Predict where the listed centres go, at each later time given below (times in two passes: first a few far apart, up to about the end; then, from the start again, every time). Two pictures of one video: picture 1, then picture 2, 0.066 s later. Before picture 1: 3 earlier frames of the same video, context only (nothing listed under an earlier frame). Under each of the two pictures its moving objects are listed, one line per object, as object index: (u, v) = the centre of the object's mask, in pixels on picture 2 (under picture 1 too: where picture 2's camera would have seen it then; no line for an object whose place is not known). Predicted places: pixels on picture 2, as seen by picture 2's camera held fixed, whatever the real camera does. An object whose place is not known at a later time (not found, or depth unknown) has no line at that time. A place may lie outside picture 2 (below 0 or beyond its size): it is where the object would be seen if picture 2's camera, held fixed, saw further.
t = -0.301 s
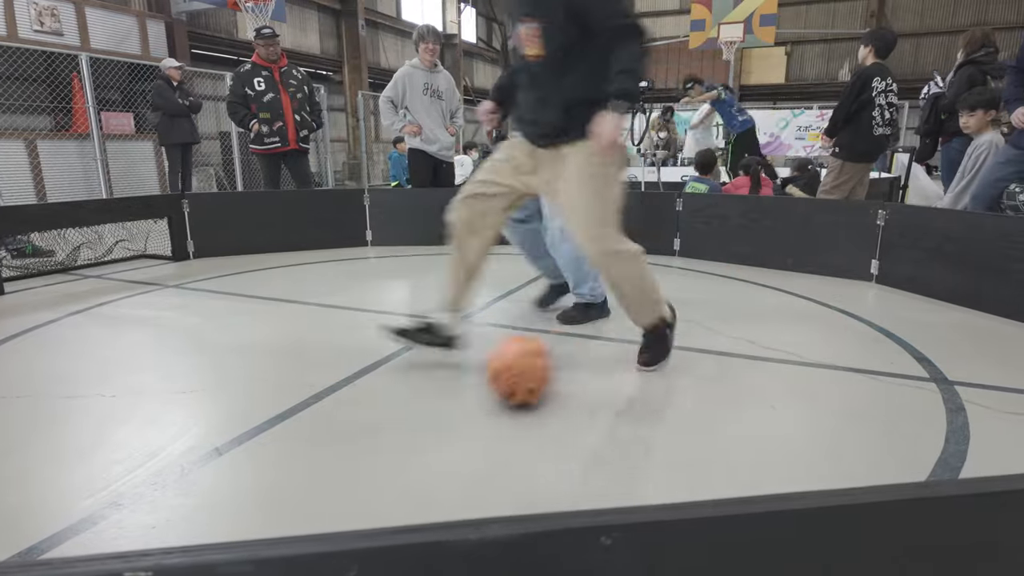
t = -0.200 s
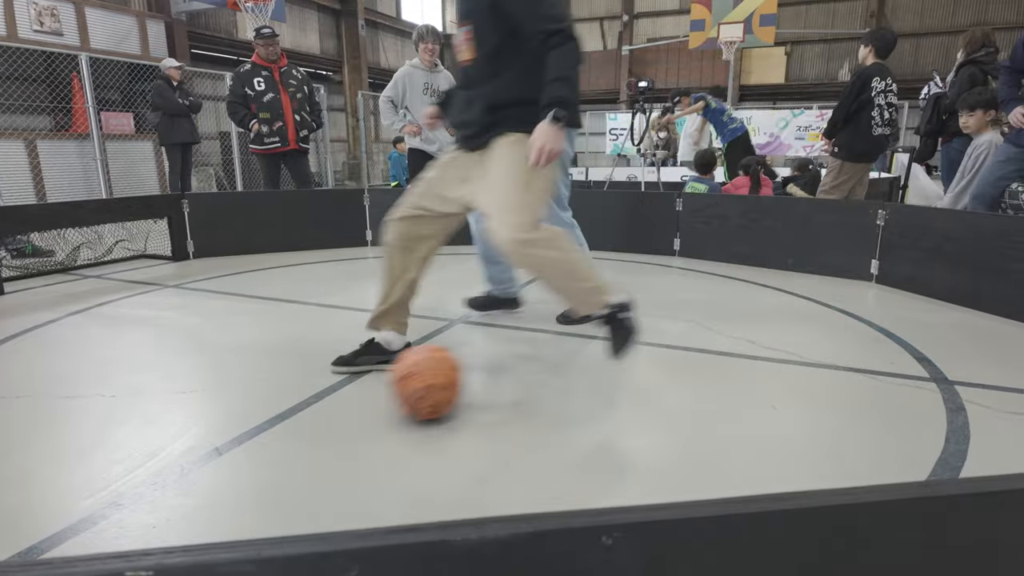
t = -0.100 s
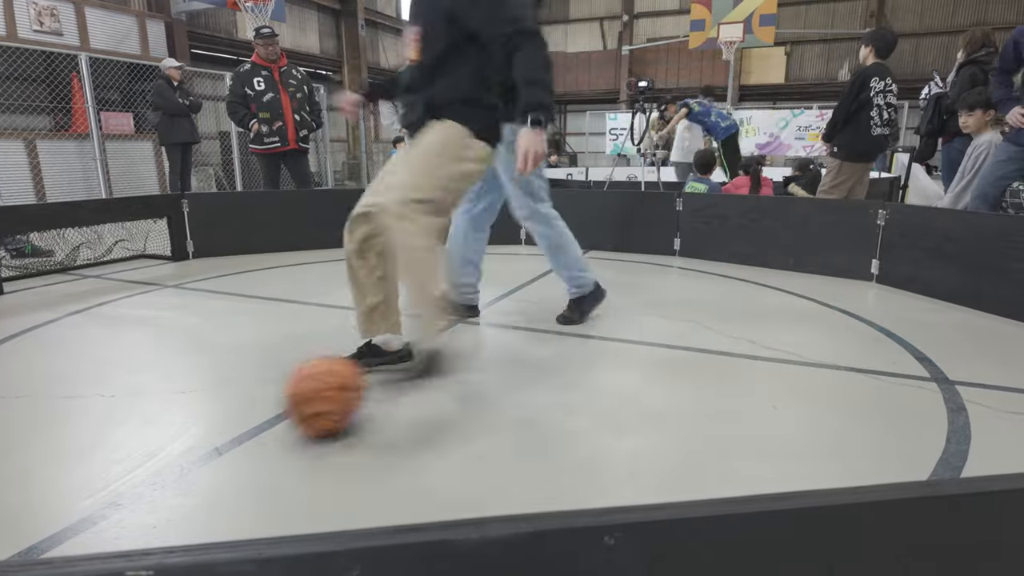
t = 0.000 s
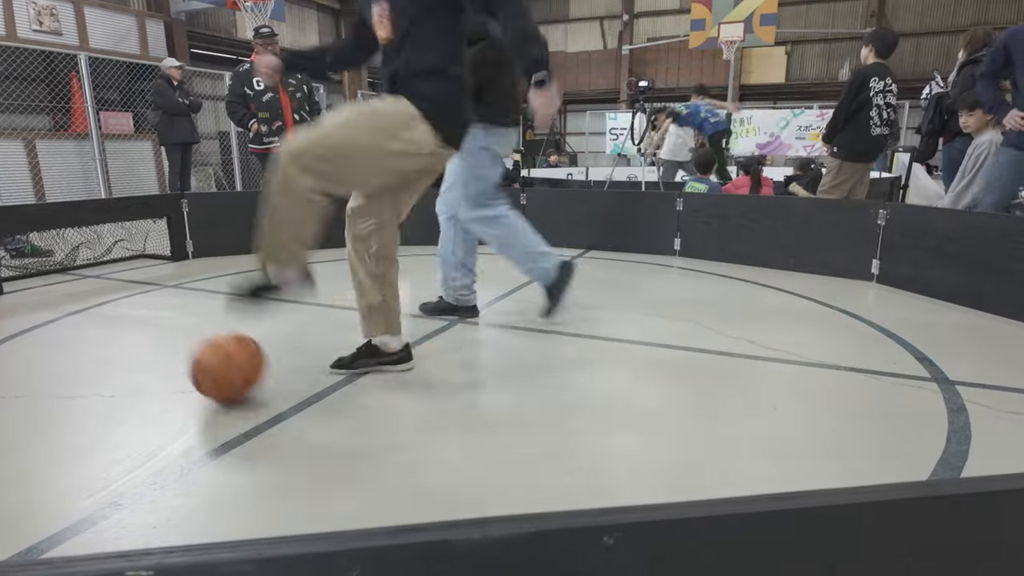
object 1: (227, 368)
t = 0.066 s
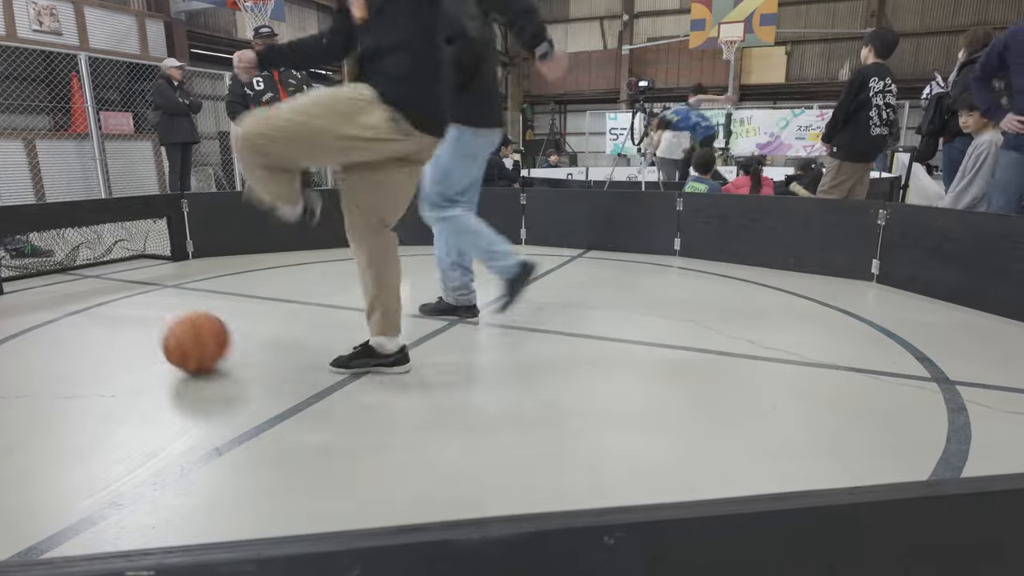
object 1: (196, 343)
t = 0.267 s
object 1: (135, 293)
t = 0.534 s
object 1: (89, 257)
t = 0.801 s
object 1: (104, 240)
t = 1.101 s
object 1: (93, 252)
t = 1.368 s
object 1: (88, 253)
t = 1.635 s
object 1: (93, 253)
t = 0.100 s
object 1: (183, 333)
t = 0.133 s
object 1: (172, 323)
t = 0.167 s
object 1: (162, 314)
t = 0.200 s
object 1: (152, 307)
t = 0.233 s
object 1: (143, 299)
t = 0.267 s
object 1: (135, 293)
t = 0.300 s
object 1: (128, 287)
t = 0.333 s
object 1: (121, 282)
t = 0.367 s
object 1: (115, 277)
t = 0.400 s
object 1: (109, 272)
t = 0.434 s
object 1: (104, 268)
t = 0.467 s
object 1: (99, 264)
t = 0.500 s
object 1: (94, 261)
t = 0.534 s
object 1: (89, 257)
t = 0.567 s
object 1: (84, 254)
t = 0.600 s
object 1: (83, 245)
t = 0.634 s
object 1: (89, 239)
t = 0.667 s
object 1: (96, 235)
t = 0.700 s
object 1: (103, 233)
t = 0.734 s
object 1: (105, 233)
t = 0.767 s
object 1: (105, 235)
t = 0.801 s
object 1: (104, 240)
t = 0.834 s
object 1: (105, 248)
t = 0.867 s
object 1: (103, 250)
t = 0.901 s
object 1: (101, 249)
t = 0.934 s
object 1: (100, 247)
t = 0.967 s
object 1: (100, 247)
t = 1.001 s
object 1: (98, 248)
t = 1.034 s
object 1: (96, 251)
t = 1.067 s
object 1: (94, 251)
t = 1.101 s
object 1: (93, 252)
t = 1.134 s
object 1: (92, 252)
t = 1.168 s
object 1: (90, 253)
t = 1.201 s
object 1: (89, 253)
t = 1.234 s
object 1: (89, 253)
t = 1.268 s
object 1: (88, 252)
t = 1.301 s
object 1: (87, 252)
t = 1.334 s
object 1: (87, 252)
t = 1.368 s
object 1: (88, 253)
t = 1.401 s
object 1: (88, 253)
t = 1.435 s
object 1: (89, 253)
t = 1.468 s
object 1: (90, 253)
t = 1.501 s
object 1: (91, 253)
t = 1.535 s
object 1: (92, 253)
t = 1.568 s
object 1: (92, 253)
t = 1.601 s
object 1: (92, 253)
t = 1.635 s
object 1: (93, 253)
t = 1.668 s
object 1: (93, 253)
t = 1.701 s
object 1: (94, 253)
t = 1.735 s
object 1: (95, 253)
